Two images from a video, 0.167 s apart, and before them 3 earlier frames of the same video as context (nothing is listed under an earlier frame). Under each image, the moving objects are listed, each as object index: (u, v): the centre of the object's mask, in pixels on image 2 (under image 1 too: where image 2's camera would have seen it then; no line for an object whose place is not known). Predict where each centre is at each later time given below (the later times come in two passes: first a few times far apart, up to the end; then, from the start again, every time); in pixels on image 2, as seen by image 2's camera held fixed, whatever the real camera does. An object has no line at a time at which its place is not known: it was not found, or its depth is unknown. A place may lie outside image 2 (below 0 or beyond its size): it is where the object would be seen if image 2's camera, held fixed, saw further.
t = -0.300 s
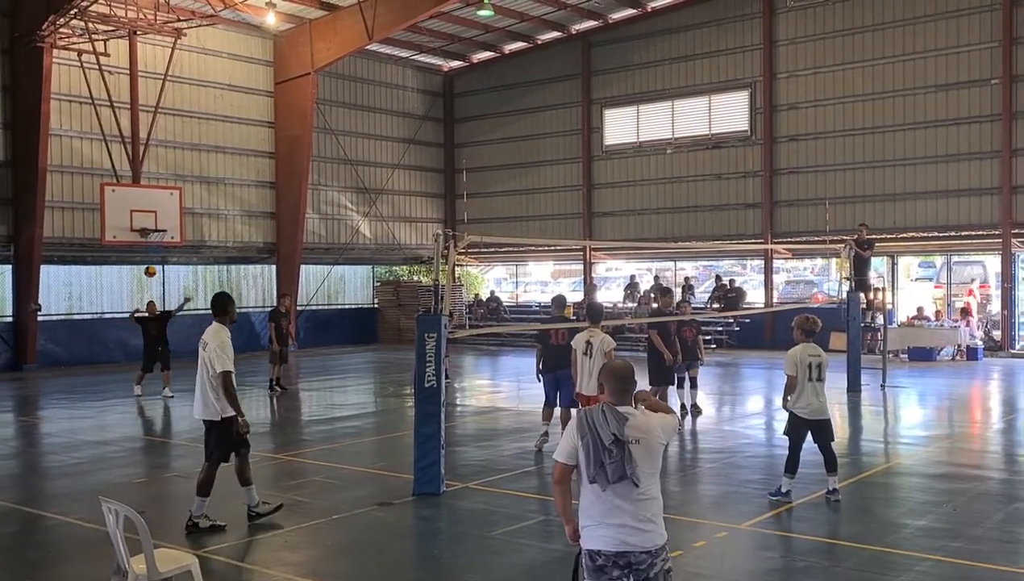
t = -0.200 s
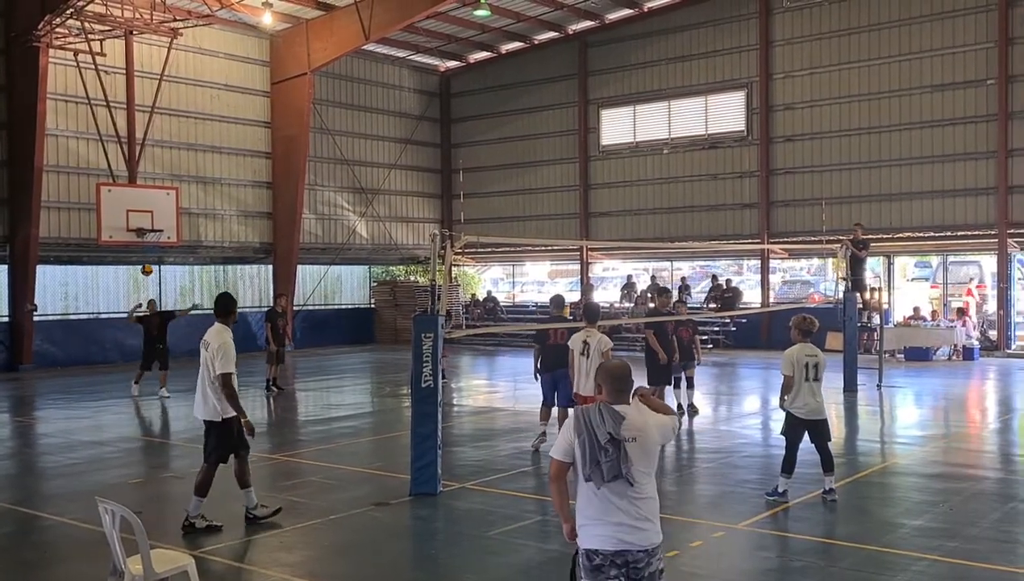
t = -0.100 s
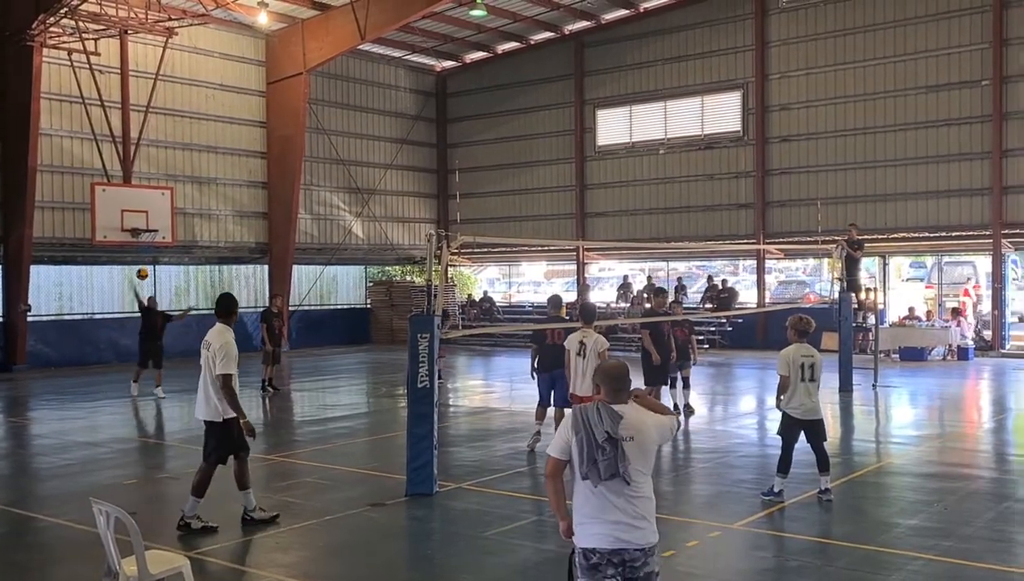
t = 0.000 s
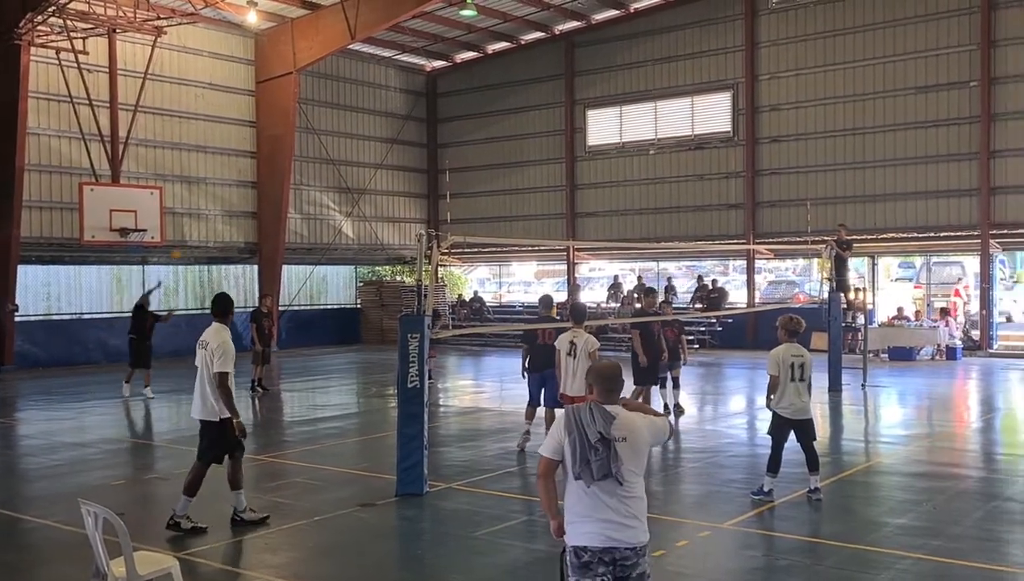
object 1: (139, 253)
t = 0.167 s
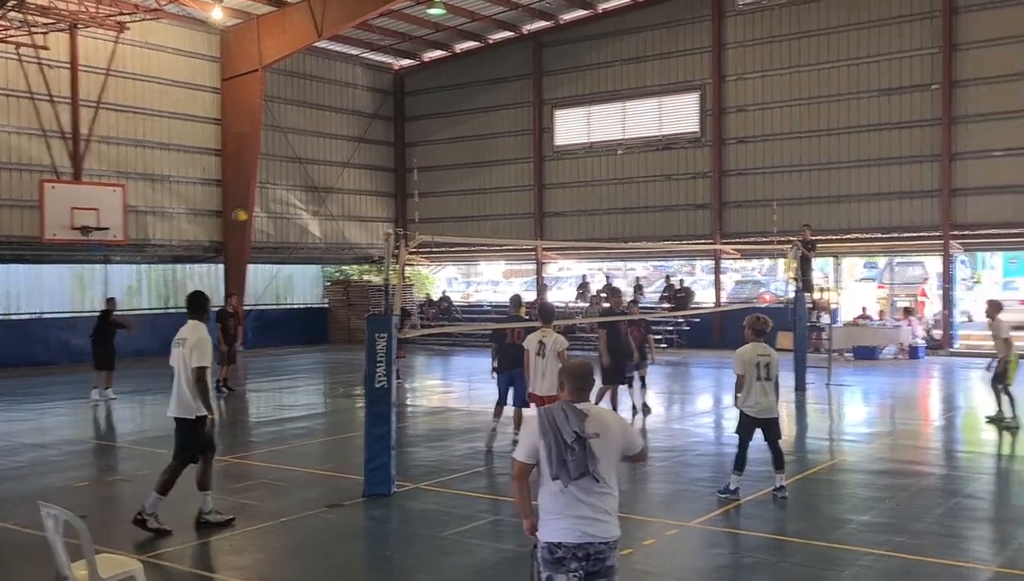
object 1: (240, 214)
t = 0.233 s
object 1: (282, 206)
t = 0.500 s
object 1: (469, 188)
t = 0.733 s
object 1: (651, 221)
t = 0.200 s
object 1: (260, 211)
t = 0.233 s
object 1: (282, 206)
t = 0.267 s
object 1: (304, 202)
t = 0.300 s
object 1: (326, 195)
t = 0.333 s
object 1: (349, 194)
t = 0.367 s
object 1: (372, 192)
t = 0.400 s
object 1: (397, 190)
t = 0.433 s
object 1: (420, 189)
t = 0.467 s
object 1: (444, 189)
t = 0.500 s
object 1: (469, 188)
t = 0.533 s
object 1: (493, 190)
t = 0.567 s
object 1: (519, 194)
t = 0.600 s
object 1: (545, 198)
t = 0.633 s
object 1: (571, 201)
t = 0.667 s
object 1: (597, 206)
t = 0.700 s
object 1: (624, 212)
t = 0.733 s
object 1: (651, 221)
